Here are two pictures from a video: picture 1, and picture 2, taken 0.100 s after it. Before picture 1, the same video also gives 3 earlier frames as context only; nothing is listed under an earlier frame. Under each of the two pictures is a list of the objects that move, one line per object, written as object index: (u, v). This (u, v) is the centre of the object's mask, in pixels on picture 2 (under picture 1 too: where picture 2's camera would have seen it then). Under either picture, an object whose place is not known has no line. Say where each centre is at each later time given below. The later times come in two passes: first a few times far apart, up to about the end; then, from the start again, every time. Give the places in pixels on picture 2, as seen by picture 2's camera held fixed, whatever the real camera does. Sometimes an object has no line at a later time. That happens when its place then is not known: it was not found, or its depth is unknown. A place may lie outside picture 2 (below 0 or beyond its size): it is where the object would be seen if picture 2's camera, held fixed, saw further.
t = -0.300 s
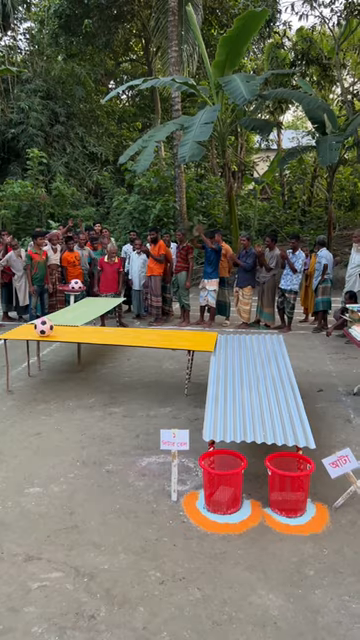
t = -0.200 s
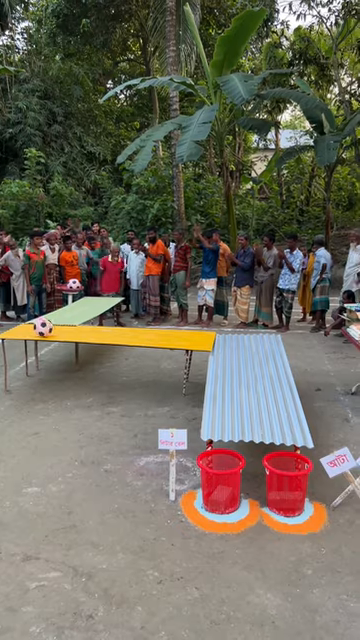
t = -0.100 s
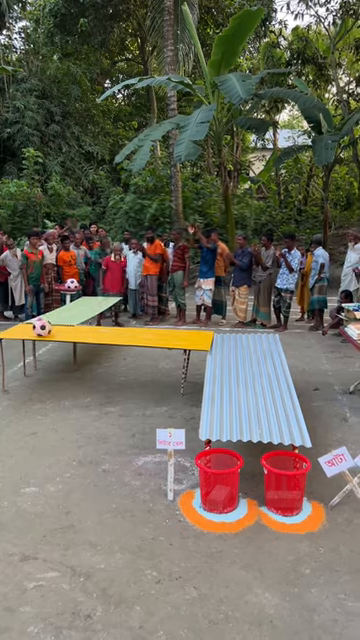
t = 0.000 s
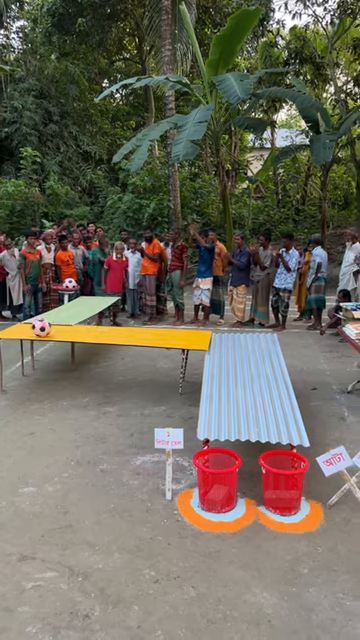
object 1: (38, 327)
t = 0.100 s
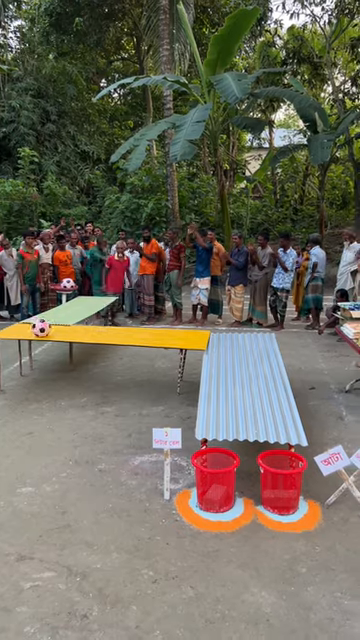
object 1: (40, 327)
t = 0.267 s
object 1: (46, 327)
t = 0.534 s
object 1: (51, 327)
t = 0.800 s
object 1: (58, 328)
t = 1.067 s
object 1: (66, 328)
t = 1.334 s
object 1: (73, 329)
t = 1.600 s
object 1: (81, 329)
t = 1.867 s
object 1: (90, 330)
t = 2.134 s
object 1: (98, 330)
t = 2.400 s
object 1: (106, 330)
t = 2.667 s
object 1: (115, 331)
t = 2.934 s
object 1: (124, 331)
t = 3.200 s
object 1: (133, 332)
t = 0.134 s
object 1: (42, 327)
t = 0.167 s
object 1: (43, 327)
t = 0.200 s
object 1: (44, 328)
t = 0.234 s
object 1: (45, 328)
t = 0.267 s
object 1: (46, 327)
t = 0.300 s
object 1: (46, 327)
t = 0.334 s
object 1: (47, 327)
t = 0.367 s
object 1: (48, 327)
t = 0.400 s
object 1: (48, 327)
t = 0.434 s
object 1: (49, 327)
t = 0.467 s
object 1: (50, 327)
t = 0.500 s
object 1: (51, 327)
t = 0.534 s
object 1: (51, 327)
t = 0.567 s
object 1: (52, 327)
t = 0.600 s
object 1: (53, 327)
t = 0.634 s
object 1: (54, 328)
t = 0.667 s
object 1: (54, 328)
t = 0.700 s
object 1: (55, 328)
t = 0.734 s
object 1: (56, 328)
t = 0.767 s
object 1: (57, 328)
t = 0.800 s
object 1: (58, 328)
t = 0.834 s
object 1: (59, 328)
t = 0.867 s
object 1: (60, 328)
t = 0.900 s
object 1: (61, 328)
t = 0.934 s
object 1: (62, 328)
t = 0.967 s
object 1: (63, 328)
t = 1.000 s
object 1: (64, 328)
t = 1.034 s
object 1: (65, 328)
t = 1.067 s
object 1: (66, 328)
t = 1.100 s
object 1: (67, 329)
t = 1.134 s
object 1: (67, 329)
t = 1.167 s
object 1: (68, 329)
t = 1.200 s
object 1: (69, 329)
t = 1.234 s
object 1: (70, 329)
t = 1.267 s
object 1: (71, 329)
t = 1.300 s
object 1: (72, 329)
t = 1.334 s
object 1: (73, 329)
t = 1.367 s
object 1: (74, 329)
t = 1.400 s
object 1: (75, 329)
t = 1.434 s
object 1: (76, 329)
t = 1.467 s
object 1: (77, 329)
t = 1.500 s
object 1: (78, 329)
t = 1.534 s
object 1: (79, 329)
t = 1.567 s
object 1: (81, 329)
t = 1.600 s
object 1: (81, 329)
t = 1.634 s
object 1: (82, 329)
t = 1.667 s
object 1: (83, 329)
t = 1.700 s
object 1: (84, 330)
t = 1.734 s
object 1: (86, 330)
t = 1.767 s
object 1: (87, 330)
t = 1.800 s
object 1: (88, 330)
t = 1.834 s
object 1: (89, 330)
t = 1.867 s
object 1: (90, 330)
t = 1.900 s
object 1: (91, 330)
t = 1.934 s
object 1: (92, 330)
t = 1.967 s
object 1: (93, 330)
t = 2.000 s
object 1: (94, 330)
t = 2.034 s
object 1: (95, 330)
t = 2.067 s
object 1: (96, 330)
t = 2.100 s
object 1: (98, 330)
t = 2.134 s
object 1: (98, 330)
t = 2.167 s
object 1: (99, 330)
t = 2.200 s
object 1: (100, 330)
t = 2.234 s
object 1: (101, 331)
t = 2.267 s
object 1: (102, 331)
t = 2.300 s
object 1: (103, 331)
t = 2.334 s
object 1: (105, 330)
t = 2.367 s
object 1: (106, 330)
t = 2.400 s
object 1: (106, 330)
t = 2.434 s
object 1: (107, 330)
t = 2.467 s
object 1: (109, 331)
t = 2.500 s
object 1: (110, 331)
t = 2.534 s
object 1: (111, 331)
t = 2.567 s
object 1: (112, 331)
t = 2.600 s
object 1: (113, 331)
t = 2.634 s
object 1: (114, 331)
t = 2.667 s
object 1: (115, 331)
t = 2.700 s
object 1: (116, 331)
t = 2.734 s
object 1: (117, 332)
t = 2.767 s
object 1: (119, 331)
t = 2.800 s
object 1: (120, 331)
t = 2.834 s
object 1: (121, 331)
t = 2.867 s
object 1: (122, 331)
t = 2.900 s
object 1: (123, 331)
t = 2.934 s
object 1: (124, 331)
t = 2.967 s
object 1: (125, 332)
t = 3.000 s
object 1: (126, 332)
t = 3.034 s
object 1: (127, 332)
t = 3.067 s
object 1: (128, 332)
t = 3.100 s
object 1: (130, 332)
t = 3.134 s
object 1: (131, 332)
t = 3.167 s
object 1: (132, 332)
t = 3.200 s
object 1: (133, 332)
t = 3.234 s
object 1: (135, 332)
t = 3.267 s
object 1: (136, 332)
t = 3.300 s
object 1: (137, 332)
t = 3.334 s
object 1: (138, 333)
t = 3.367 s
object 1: (140, 333)
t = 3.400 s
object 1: (141, 333)
